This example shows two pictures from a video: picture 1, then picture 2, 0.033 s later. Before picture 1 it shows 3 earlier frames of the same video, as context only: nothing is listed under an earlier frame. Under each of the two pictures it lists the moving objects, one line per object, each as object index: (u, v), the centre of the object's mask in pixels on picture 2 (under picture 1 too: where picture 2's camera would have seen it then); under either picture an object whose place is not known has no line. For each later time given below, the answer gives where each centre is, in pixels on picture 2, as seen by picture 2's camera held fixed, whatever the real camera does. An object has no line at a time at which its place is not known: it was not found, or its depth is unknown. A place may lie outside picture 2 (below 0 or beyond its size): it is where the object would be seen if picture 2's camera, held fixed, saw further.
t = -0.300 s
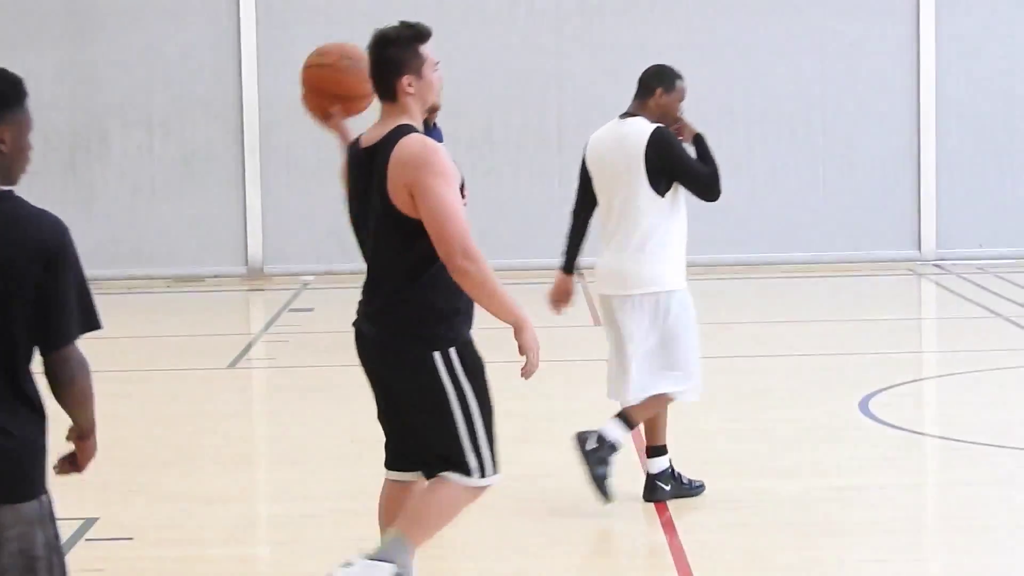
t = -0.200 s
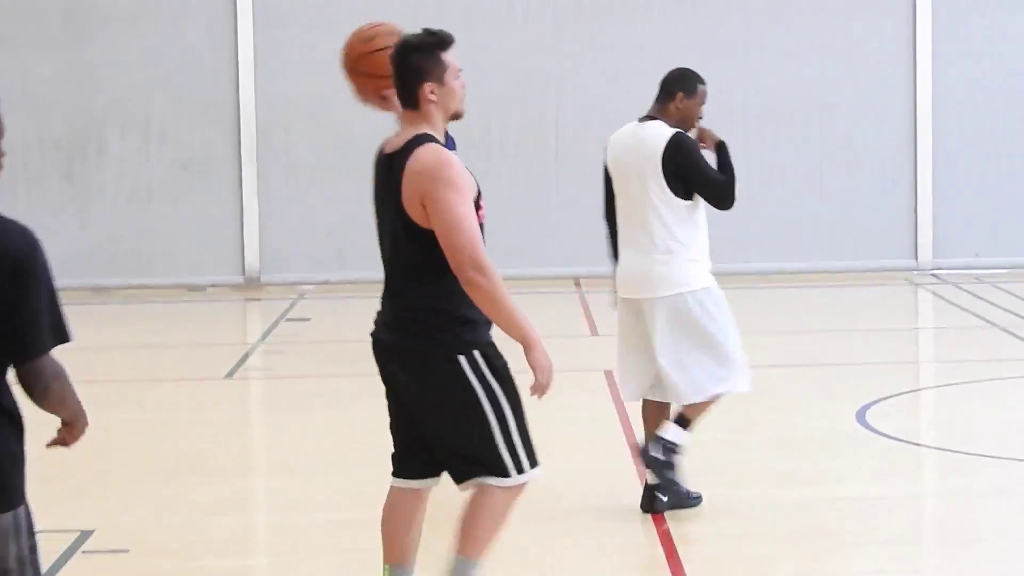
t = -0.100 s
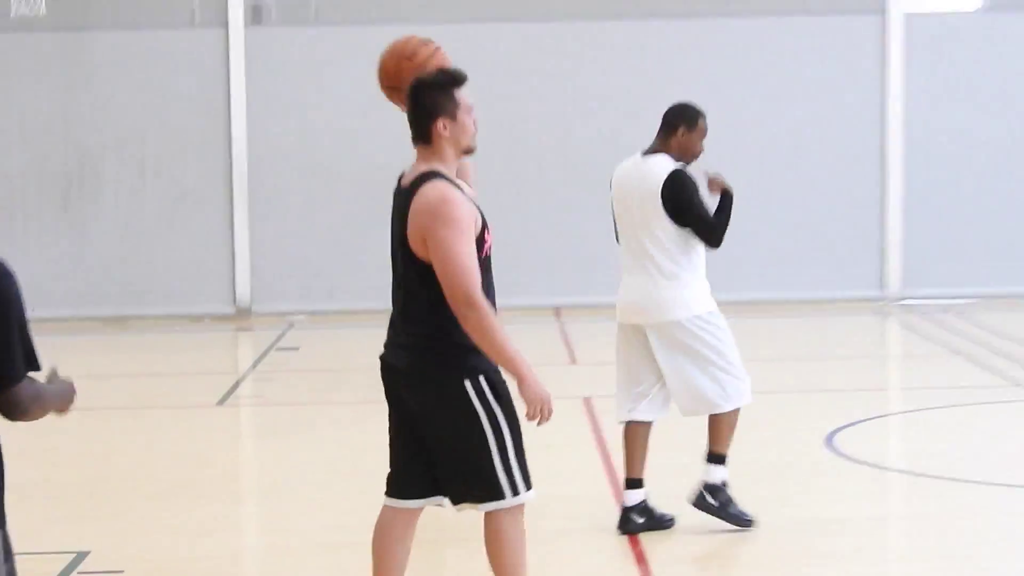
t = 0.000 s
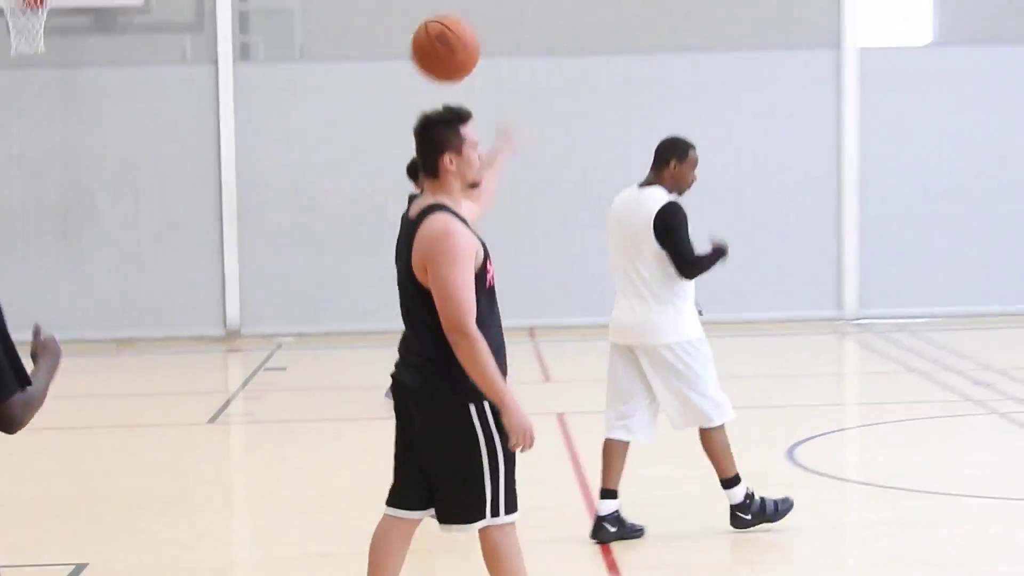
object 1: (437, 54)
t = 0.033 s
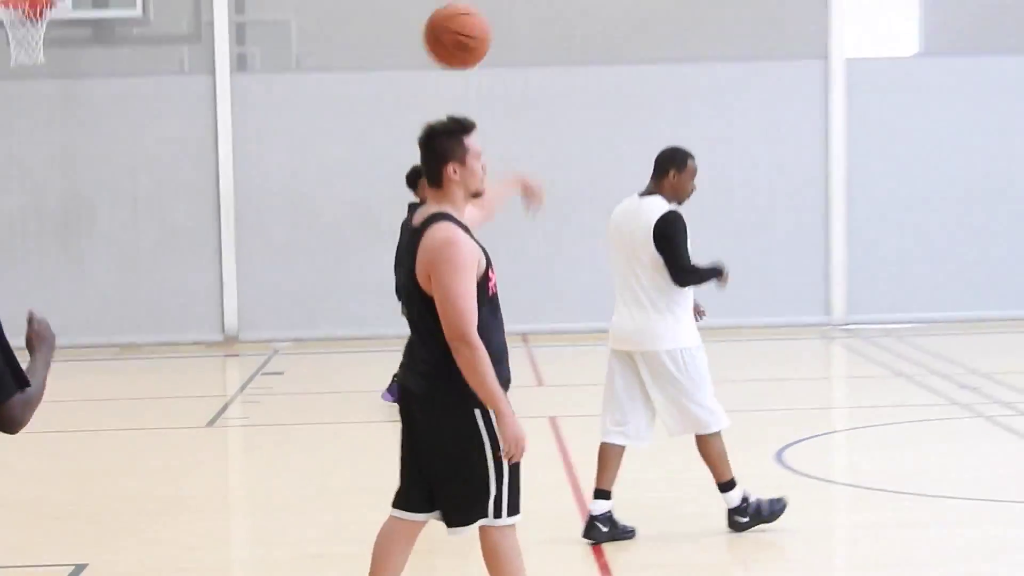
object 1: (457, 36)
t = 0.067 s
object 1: (472, 19)
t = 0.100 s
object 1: (489, 7)
